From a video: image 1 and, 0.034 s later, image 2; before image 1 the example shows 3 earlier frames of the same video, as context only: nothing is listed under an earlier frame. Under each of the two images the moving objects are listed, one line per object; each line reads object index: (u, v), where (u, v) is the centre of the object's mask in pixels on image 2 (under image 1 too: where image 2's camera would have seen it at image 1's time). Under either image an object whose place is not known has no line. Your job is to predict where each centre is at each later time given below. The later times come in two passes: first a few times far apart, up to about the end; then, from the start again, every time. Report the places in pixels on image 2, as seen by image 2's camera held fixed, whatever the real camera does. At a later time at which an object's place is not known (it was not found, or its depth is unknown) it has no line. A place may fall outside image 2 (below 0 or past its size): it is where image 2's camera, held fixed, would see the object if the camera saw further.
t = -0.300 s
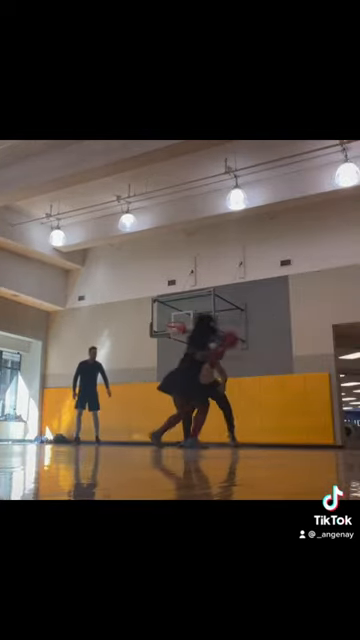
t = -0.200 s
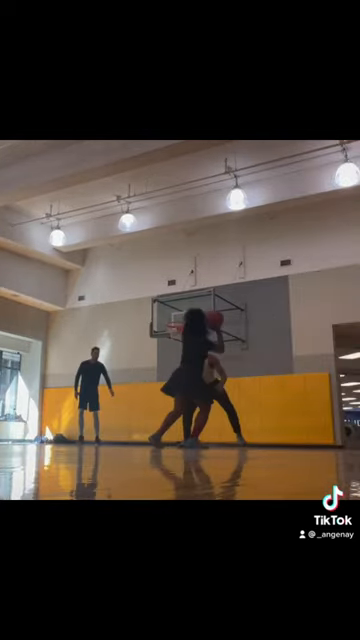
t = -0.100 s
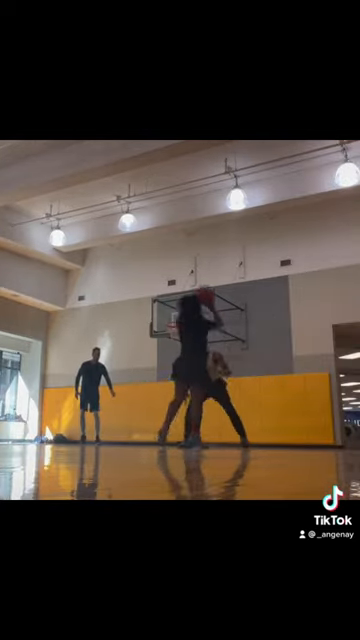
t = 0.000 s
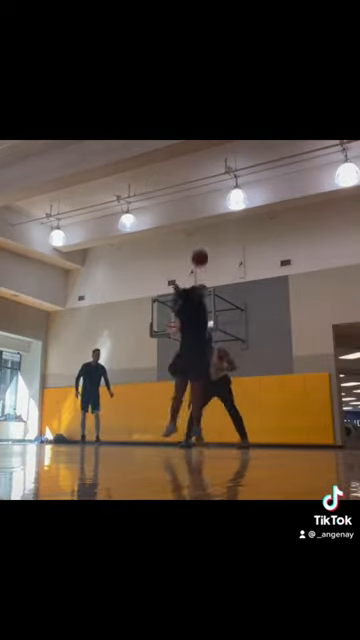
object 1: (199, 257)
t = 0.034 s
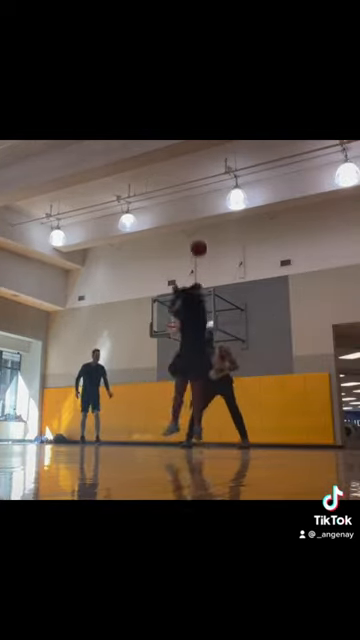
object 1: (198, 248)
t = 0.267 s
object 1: (191, 210)
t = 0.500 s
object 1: (185, 208)
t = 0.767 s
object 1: (181, 232)
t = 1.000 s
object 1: (178, 271)
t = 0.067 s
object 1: (197, 240)
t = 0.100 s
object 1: (196, 232)
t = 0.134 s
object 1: (195, 226)
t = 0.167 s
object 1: (194, 221)
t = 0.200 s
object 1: (193, 217)
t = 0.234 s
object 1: (192, 213)
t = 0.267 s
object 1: (191, 210)
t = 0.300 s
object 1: (190, 208)
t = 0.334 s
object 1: (189, 207)
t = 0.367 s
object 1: (188, 206)
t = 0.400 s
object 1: (187, 206)
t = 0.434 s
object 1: (187, 206)
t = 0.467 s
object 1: (186, 206)
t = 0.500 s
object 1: (185, 208)
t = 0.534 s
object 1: (184, 209)
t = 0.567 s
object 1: (184, 211)
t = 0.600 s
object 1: (183, 214)
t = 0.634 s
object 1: (183, 217)
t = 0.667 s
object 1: (182, 220)
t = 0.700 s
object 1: (182, 224)
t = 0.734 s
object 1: (181, 228)
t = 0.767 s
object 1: (181, 232)
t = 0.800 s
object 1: (180, 236)
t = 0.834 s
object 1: (180, 242)
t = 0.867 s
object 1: (179, 247)
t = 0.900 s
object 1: (179, 252)
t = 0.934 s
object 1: (179, 258)
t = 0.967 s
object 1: (178, 265)
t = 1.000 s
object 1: (178, 271)
